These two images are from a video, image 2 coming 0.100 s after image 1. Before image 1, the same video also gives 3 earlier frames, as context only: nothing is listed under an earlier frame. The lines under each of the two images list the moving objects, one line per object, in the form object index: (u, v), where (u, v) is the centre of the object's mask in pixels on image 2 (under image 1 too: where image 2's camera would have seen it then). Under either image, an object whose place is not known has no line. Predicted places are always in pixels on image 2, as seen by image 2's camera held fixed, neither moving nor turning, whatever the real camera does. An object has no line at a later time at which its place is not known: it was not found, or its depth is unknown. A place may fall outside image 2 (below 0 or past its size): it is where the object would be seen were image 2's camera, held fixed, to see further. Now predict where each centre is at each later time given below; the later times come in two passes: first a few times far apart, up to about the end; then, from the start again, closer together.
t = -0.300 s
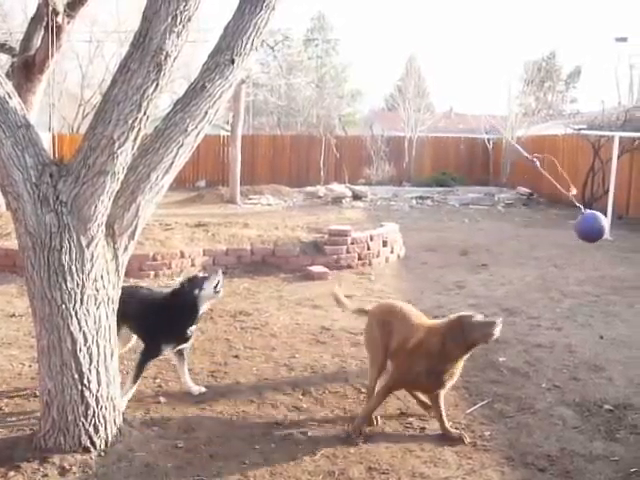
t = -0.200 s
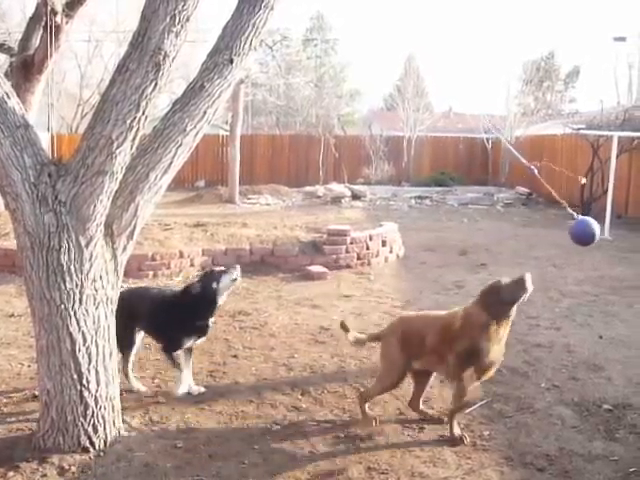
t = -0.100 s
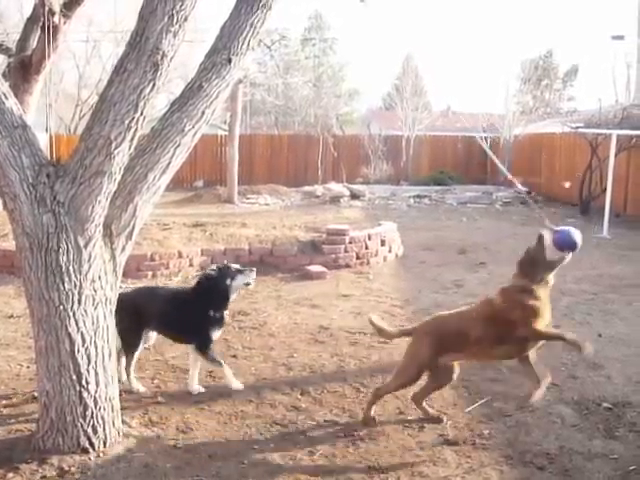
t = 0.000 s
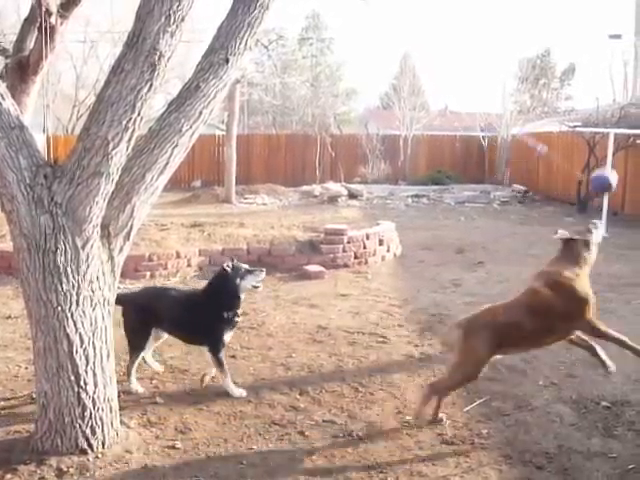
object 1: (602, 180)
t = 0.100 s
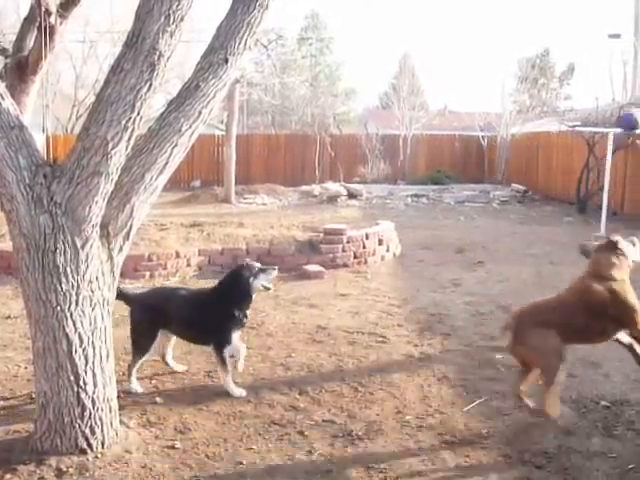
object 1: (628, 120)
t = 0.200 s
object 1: (632, 75)
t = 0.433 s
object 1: (602, 13)
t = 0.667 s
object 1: (543, 21)
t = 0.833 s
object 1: (495, 67)
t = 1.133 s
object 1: (398, 203)
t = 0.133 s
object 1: (631, 104)
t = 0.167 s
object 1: (632, 89)
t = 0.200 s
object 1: (632, 75)
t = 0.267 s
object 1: (629, 50)
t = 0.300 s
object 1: (625, 40)
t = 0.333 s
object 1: (619, 31)
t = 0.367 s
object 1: (614, 25)
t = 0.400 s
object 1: (609, 17)
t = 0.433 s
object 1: (602, 13)
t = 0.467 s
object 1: (596, 10)
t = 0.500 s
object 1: (588, 8)
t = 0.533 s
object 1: (579, 8)
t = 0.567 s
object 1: (570, 9)
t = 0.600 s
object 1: (561, 11)
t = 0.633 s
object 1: (552, 16)
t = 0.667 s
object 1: (543, 21)
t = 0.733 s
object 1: (524, 35)
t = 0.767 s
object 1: (514, 45)
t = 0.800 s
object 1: (504, 55)
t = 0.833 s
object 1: (495, 67)
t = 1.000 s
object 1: (449, 140)
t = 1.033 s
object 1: (436, 155)
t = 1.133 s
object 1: (398, 203)
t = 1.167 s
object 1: (382, 212)
